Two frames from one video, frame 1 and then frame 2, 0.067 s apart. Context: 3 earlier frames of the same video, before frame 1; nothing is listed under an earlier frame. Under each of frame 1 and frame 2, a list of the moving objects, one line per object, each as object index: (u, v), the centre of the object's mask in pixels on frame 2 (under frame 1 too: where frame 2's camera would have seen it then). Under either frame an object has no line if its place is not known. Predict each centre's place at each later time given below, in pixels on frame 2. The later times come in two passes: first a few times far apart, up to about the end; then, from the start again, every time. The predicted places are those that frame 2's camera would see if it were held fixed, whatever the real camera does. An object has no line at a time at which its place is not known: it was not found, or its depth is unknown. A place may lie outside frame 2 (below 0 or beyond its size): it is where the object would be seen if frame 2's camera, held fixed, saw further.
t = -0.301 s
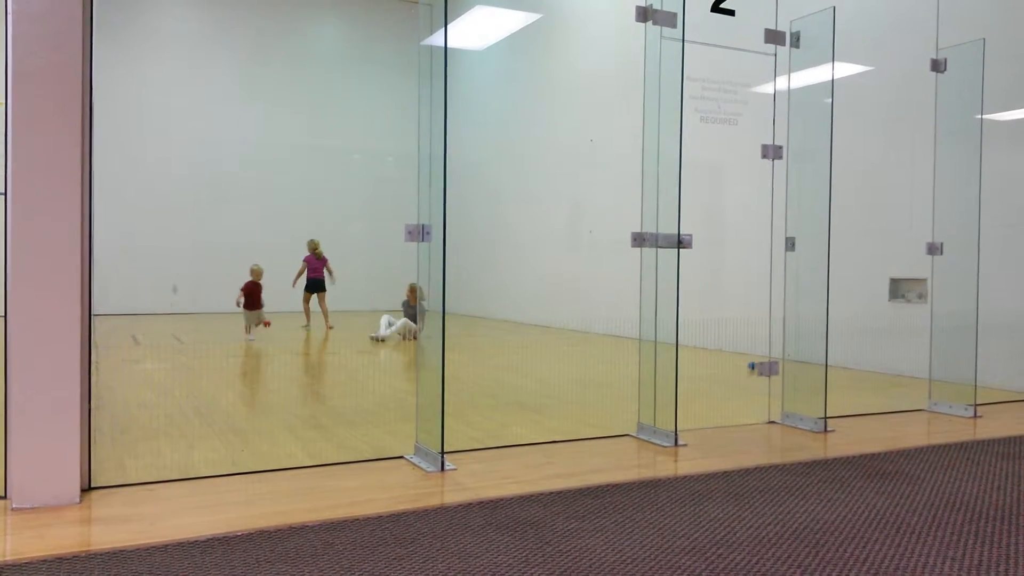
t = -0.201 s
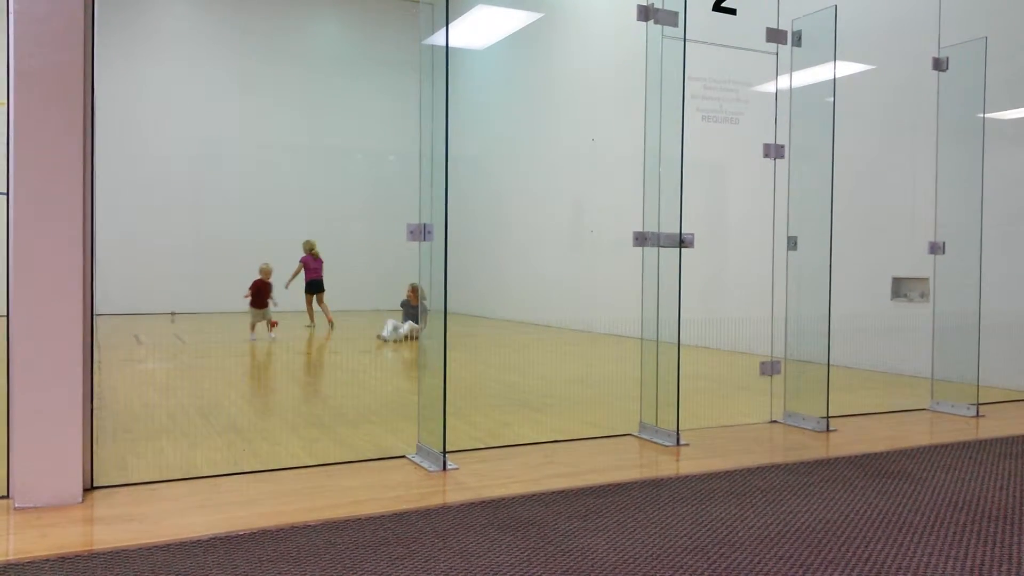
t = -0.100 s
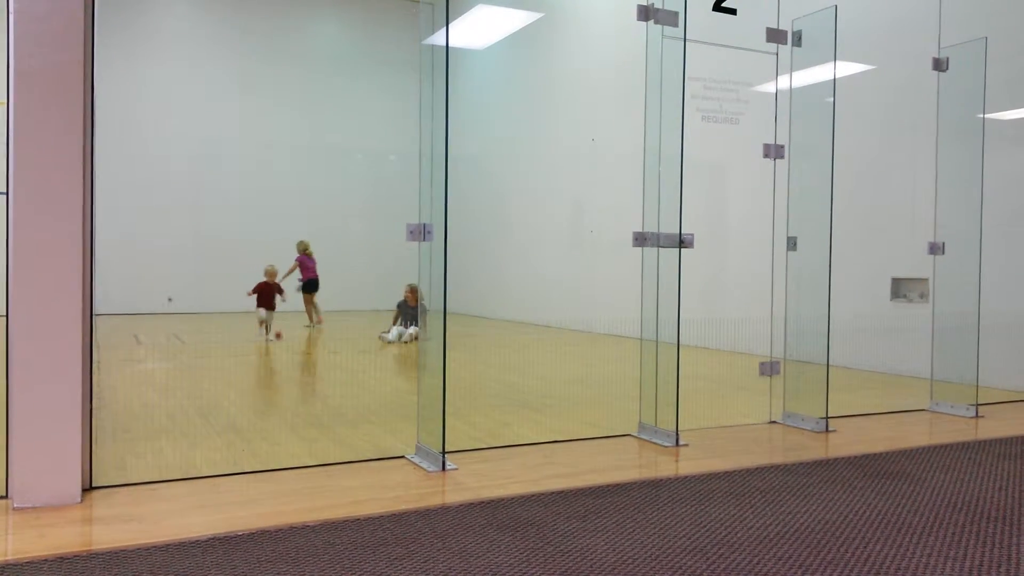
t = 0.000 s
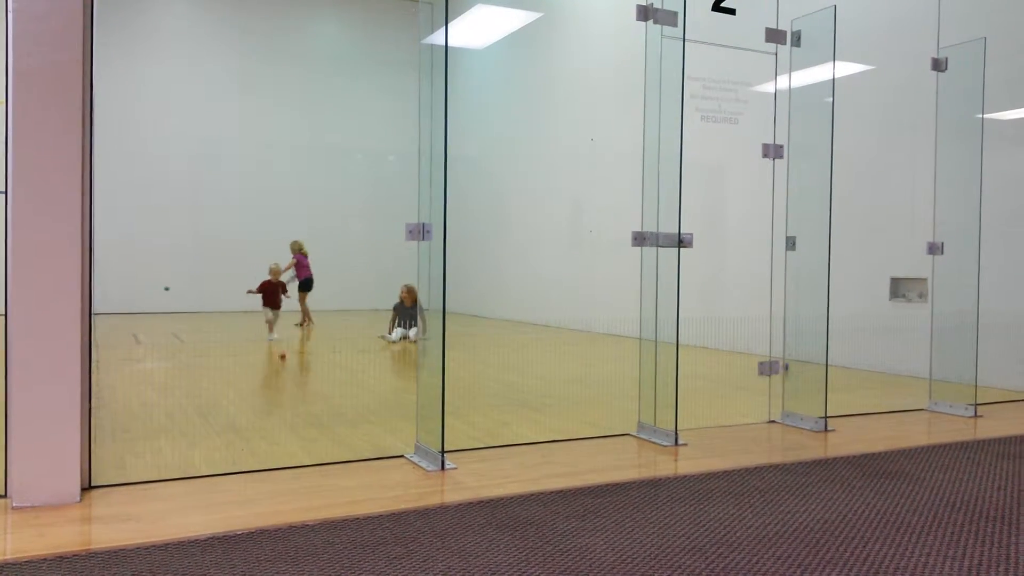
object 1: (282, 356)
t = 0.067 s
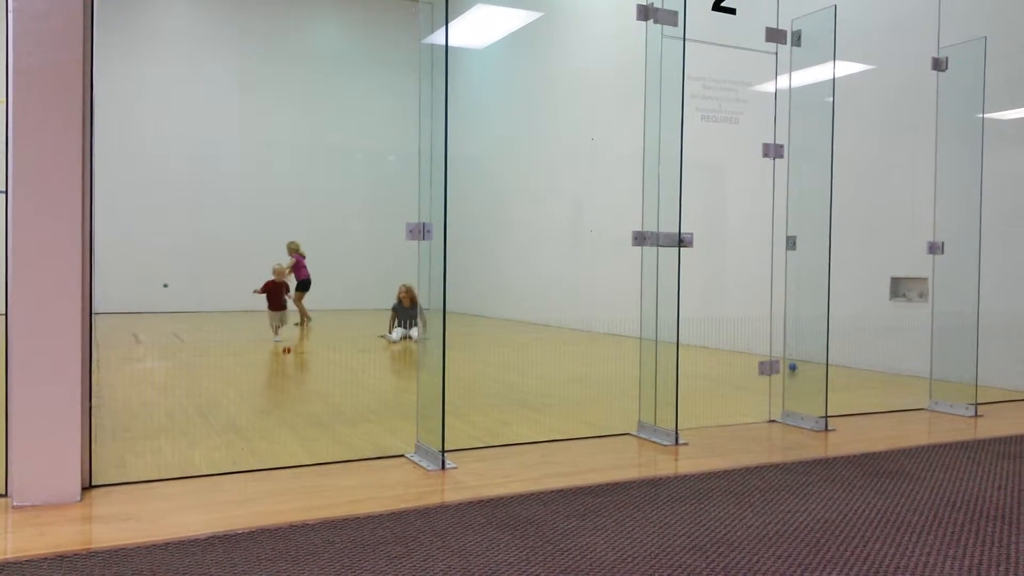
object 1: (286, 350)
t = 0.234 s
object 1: (297, 349)
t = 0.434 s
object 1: (310, 360)
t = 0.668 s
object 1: (328, 371)
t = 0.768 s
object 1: (337, 379)
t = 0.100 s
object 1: (288, 347)
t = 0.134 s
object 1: (291, 346)
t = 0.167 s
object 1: (293, 345)
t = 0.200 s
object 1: (295, 346)
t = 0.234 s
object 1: (297, 349)
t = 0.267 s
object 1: (299, 353)
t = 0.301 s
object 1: (301, 358)
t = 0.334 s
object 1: (303, 365)
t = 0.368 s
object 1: (305, 364)
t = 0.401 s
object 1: (308, 362)
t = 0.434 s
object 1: (310, 360)
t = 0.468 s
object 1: (312, 361)
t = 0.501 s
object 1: (315, 363)
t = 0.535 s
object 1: (317, 366)
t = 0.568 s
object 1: (319, 369)
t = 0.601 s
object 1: (322, 373)
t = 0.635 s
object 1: (325, 371)
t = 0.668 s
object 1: (328, 371)
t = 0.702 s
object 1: (331, 372)
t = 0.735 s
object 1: (334, 375)
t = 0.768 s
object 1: (337, 379)
